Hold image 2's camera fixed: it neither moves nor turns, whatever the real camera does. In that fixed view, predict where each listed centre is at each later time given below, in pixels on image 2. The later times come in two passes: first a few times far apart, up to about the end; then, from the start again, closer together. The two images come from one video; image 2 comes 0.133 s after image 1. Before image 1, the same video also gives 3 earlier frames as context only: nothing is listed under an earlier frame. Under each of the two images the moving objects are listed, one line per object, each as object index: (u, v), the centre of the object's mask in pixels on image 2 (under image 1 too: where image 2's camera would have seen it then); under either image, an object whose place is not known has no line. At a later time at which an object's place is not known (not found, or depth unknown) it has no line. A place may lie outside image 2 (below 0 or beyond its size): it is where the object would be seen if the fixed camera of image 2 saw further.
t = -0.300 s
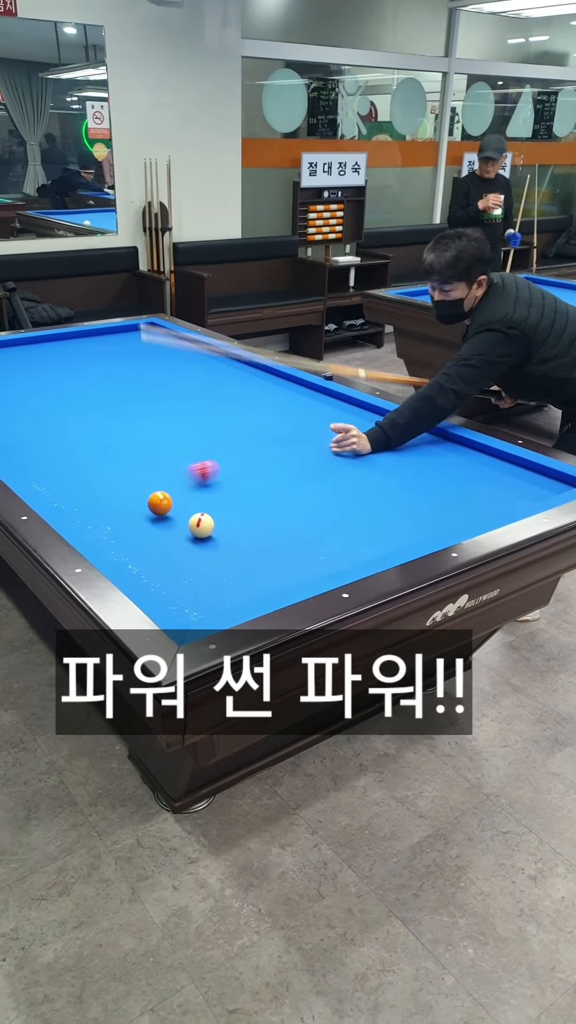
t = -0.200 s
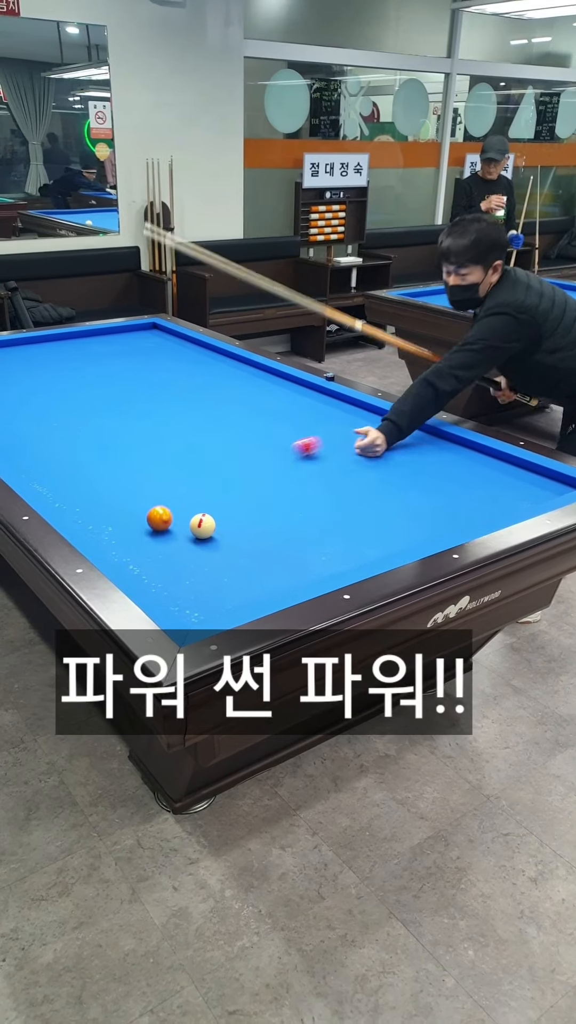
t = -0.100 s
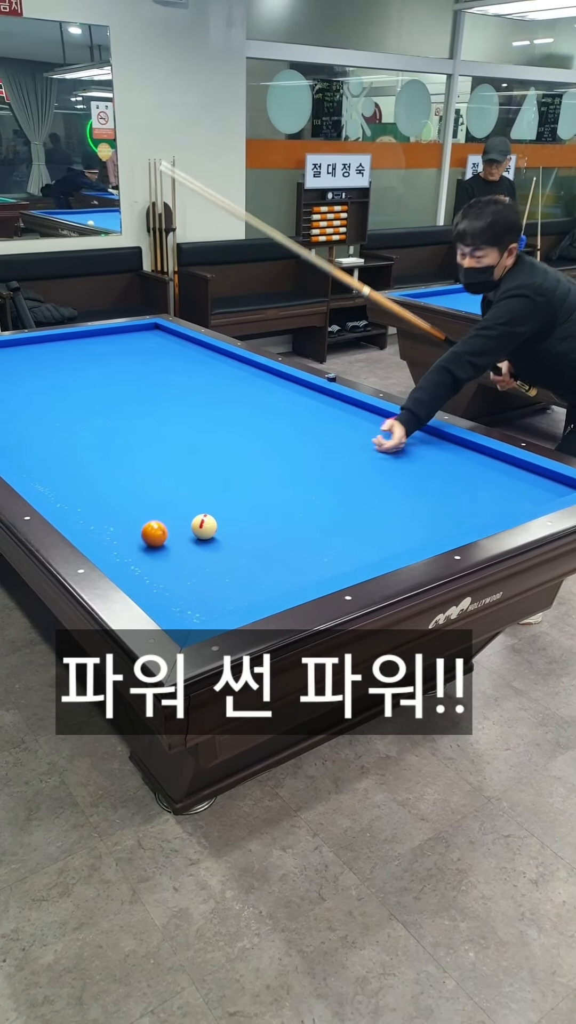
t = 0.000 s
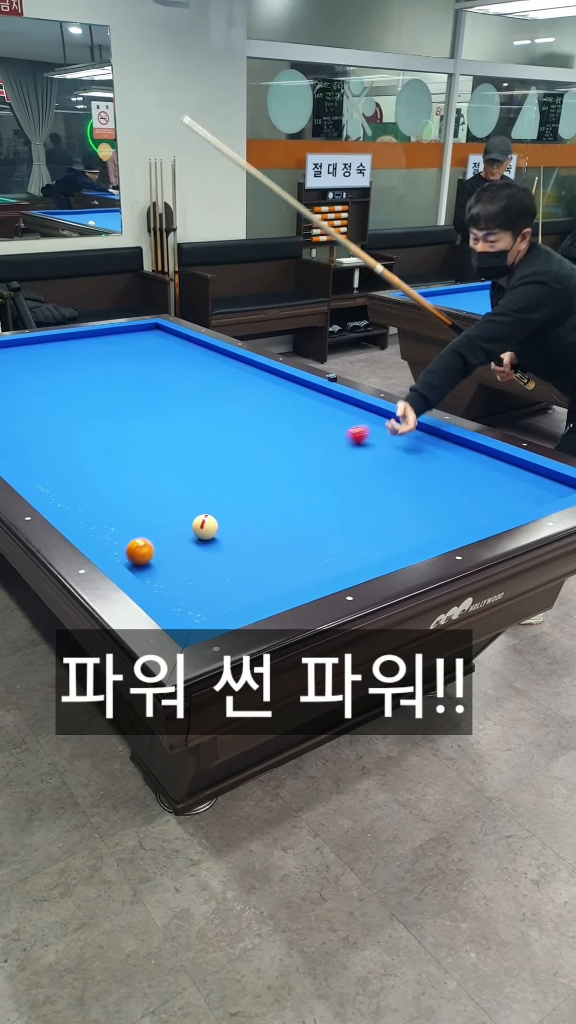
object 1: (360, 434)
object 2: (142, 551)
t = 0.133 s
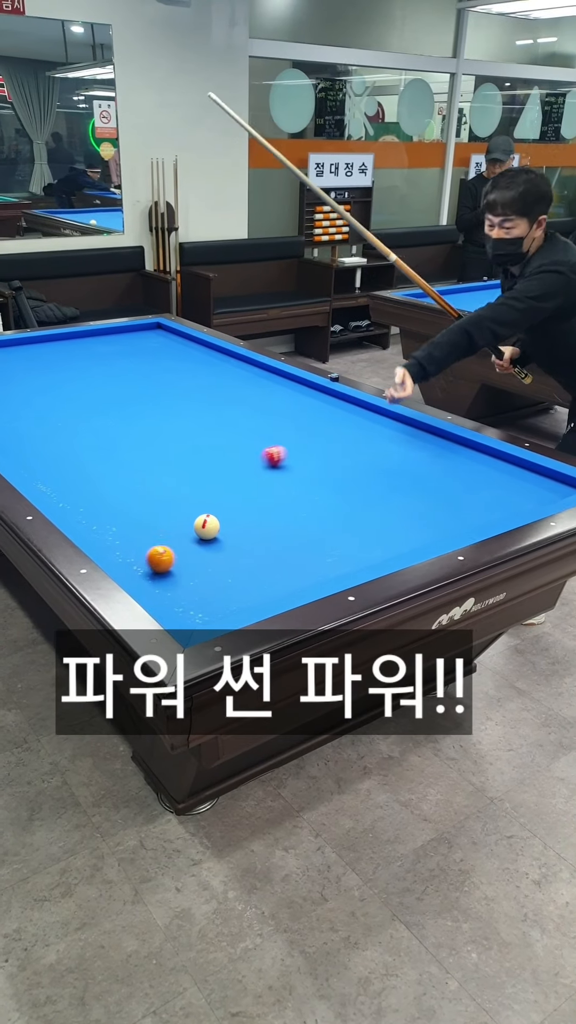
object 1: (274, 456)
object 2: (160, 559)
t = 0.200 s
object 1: (230, 466)
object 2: (179, 559)
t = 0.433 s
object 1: (71, 504)
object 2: (213, 567)
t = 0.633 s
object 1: (171, 482)
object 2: (216, 582)
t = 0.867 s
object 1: (248, 465)
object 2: (217, 601)
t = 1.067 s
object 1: (302, 453)
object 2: (214, 612)
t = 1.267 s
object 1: (352, 442)
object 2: (196, 611)
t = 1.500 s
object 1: (405, 430)
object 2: (193, 597)
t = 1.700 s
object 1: (401, 431)
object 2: (191, 586)
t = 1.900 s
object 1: (378, 437)
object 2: (189, 576)
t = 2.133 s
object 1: (352, 444)
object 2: (187, 565)
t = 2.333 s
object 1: (331, 449)
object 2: (185, 557)
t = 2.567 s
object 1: (303, 456)
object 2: (184, 548)
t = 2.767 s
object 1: (280, 462)
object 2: (183, 541)
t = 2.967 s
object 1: (256, 469)
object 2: (182, 534)
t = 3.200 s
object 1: (227, 476)
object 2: (180, 527)
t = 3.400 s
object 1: (201, 482)
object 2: (179, 521)
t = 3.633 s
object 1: (170, 490)
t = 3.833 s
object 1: (143, 497)
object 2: (176, 511)
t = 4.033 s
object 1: (116, 504)
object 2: (175, 507)
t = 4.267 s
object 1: (83, 512)
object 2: (175, 502)
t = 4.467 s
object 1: (92, 510)
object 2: (174, 498)
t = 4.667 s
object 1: (106, 506)
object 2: (173, 495)
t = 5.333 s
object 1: (147, 496)
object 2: (171, 487)
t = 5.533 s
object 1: (157, 493)
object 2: (172, 483)
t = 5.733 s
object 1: (165, 493)
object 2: (173, 479)
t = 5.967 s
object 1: (173, 491)
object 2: (172, 475)
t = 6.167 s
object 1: (178, 491)
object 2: (173, 473)
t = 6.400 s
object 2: (175, 472)
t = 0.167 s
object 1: (252, 462)
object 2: (170, 559)
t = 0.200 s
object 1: (230, 466)
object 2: (179, 559)
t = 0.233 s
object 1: (208, 472)
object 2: (186, 559)
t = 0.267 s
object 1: (184, 478)
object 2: (193, 560)
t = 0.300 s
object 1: (162, 483)
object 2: (199, 561)
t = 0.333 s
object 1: (136, 489)
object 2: (204, 562)
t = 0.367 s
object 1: (112, 495)
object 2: (208, 563)
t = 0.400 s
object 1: (87, 501)
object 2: (211, 565)
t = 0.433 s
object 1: (71, 504)
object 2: (213, 567)
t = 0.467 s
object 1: (89, 500)
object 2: (215, 569)
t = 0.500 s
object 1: (108, 496)
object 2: (216, 571)
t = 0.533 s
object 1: (124, 493)
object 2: (216, 574)
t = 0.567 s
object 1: (141, 489)
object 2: (216, 577)
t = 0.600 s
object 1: (156, 486)
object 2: (216, 579)
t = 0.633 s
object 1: (171, 482)
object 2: (216, 582)
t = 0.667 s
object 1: (184, 479)
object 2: (216, 584)
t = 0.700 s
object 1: (196, 477)
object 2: (216, 587)
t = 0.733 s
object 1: (208, 474)
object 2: (217, 589)
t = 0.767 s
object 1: (219, 472)
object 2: (217, 592)
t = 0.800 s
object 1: (229, 470)
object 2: (217, 595)
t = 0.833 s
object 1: (239, 467)
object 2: (217, 597)
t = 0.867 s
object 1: (248, 465)
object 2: (217, 601)
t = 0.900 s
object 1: (258, 463)
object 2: (218, 604)
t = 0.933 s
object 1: (267, 461)
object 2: (218, 606)
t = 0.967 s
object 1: (276, 459)
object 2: (218, 608)
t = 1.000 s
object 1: (285, 457)
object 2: (218, 609)
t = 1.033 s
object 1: (294, 455)
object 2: (218, 611)
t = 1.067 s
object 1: (302, 453)
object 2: (214, 612)
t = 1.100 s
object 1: (311, 451)
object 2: (210, 612)
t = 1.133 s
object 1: (319, 450)
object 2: (205, 613)
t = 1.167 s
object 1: (327, 448)
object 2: (201, 613)
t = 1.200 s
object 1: (336, 446)
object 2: (198, 613)
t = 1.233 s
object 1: (344, 444)
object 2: (196, 612)
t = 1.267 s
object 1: (352, 442)
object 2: (196, 611)
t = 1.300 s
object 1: (359, 440)
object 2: (196, 610)
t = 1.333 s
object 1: (367, 439)
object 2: (195, 608)
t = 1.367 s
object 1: (375, 437)
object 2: (194, 606)
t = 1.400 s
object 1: (383, 435)
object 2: (194, 604)
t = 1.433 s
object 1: (390, 433)
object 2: (194, 602)
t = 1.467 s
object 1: (397, 432)
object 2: (193, 600)
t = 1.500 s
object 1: (405, 430)
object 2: (193, 597)
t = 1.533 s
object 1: (412, 428)
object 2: (193, 595)
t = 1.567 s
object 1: (419, 427)
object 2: (192, 593)
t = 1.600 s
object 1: (415, 428)
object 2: (192, 591)
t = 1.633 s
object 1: (410, 429)
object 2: (191, 590)
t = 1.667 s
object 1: (405, 430)
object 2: (191, 588)
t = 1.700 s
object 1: (401, 431)
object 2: (191, 586)
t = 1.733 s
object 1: (397, 432)
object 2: (190, 584)
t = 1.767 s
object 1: (393, 433)
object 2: (190, 583)
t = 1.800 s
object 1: (389, 434)
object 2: (189, 581)
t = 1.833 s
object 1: (386, 435)
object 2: (189, 579)
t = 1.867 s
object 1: (382, 436)
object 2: (189, 578)
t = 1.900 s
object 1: (378, 437)
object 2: (189, 576)
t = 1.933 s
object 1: (375, 438)
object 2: (188, 574)
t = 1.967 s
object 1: (371, 439)
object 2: (188, 573)
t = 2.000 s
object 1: (367, 440)
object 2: (188, 571)
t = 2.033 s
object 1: (363, 441)
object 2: (188, 570)
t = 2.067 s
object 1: (360, 442)
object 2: (187, 568)
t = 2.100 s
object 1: (356, 443)
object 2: (187, 566)
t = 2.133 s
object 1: (352, 444)
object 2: (187, 565)
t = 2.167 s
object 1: (350, 444)
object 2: (187, 565)
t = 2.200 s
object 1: (346, 445)
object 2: (186, 563)
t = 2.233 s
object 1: (342, 446)
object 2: (186, 561)
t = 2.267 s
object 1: (339, 447)
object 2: (186, 560)
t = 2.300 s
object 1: (335, 448)
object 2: (186, 559)
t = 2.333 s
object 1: (331, 449)
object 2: (185, 557)
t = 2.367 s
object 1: (327, 450)
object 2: (185, 556)
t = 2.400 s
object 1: (323, 451)
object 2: (185, 555)
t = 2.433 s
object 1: (319, 452)
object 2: (185, 553)
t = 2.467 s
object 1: (315, 453)
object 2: (184, 552)
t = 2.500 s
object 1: (311, 454)
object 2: (184, 551)
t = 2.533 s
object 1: (307, 455)
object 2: (184, 549)
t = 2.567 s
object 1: (303, 456)
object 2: (184, 548)
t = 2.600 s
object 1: (300, 458)
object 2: (183, 547)
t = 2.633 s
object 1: (296, 458)
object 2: (183, 546)
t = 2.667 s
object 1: (292, 459)
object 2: (183, 544)
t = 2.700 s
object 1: (288, 460)
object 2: (183, 543)
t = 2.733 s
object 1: (284, 461)
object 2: (183, 542)
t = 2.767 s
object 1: (280, 462)
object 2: (183, 541)
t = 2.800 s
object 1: (276, 463)
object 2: (182, 540)
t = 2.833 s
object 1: (272, 464)
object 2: (182, 539)
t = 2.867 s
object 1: (268, 465)
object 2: (182, 537)
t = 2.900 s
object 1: (264, 467)
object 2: (182, 536)
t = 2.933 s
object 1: (260, 468)
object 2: (182, 535)
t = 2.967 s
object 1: (256, 469)
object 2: (182, 534)
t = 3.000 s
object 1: (252, 470)
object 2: (182, 533)
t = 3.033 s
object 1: (248, 471)
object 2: (181, 532)
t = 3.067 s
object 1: (244, 472)
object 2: (181, 531)
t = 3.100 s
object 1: (239, 473)
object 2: (181, 530)
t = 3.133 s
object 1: (235, 474)
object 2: (181, 529)
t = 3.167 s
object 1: (231, 475)
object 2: (180, 528)
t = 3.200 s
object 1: (227, 476)
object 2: (180, 527)
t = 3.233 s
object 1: (222, 477)
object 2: (180, 526)
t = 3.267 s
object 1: (218, 478)
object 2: (180, 525)
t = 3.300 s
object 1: (214, 479)
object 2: (179, 524)
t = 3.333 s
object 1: (210, 480)
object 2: (179, 523)
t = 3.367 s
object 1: (205, 481)
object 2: (179, 522)
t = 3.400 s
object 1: (201, 482)
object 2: (179, 521)
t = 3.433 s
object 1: (197, 484)
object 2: (178, 520)
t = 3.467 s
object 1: (192, 485)
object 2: (178, 519)
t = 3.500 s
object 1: (188, 486)
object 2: (178, 519)
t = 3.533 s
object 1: (183, 487)
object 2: (178, 518)
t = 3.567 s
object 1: (179, 488)
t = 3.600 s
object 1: (175, 489)
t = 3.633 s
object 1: (170, 490)
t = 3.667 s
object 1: (166, 491)
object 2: (177, 515)
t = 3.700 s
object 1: (161, 492)
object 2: (177, 514)
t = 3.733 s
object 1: (157, 494)
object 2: (177, 513)
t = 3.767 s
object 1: (152, 495)
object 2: (176, 512)
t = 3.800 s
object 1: (148, 496)
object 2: (176, 512)
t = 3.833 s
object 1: (143, 497)
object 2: (176, 511)
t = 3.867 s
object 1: (139, 498)
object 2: (176, 510)
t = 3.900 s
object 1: (134, 499)
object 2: (176, 509)
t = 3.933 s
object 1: (129, 500)
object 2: (176, 508)
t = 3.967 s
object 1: (125, 502)
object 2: (176, 508)
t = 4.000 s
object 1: (120, 503)
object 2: (176, 507)
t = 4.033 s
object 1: (116, 504)
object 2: (175, 507)
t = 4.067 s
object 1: (111, 505)
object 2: (175, 506)
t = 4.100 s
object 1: (106, 506)
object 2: (175, 505)
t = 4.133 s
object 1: (102, 507)
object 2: (175, 504)
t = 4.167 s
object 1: (97, 508)
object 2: (175, 504)
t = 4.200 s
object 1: (92, 509)
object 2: (175, 503)
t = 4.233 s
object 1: (88, 511)
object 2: (175, 503)
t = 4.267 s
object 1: (83, 512)
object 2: (175, 502)
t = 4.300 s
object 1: (80, 512)
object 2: (175, 501)
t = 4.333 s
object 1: (82, 512)
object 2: (175, 501)
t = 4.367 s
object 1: (84, 511)
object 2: (175, 500)
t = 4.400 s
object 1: (87, 511)
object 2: (174, 499)
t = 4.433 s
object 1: (89, 510)
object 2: (174, 499)
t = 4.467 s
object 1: (92, 510)
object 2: (174, 498)
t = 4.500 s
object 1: (94, 509)
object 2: (174, 498)
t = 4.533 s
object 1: (97, 508)
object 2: (174, 497)
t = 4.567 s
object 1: (99, 508)
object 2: (174, 497)
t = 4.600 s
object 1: (101, 507)
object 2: (174, 496)
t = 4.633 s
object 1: (104, 507)
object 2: (174, 496)
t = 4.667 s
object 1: (106, 506)
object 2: (173, 495)
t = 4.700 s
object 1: (108, 506)
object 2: (173, 495)
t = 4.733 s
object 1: (110, 505)
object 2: (173, 494)
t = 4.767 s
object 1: (112, 504)
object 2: (173, 494)
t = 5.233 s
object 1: (140, 497)
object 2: (171, 488)
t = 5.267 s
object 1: (142, 497)
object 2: (171, 487)
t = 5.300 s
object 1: (144, 496)
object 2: (171, 487)
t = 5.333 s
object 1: (147, 496)
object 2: (171, 487)
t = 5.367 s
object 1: (149, 496)
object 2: (171, 486)
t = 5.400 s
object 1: (150, 495)
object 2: (171, 486)
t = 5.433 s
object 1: (152, 494)
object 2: (171, 485)
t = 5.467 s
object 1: (154, 494)
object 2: (171, 485)
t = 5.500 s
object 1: (155, 494)
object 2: (172, 484)
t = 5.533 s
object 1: (157, 493)
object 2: (172, 483)
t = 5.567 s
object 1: (158, 493)
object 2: (172, 483)
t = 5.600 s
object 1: (159, 493)
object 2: (172, 482)
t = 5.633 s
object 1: (161, 493)
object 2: (173, 481)
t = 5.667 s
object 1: (162, 492)
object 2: (172, 480)
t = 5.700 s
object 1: (163, 492)
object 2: (173, 479)
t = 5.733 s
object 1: (165, 493)
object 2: (173, 479)
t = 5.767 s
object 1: (166, 492)
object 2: (173, 478)
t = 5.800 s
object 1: (167, 492)
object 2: (172, 477)
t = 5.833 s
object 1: (168, 492)
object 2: (173, 477)
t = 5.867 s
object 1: (169, 492)
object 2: (173, 476)
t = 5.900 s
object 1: (171, 491)
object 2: (173, 475)
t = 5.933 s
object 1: (171, 491)
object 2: (173, 475)
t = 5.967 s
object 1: (173, 491)
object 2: (172, 475)
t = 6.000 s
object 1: (174, 492)
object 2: (173, 475)
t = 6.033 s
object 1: (175, 491)
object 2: (173, 475)
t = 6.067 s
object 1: (176, 491)
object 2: (173, 474)
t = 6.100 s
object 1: (177, 491)
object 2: (173, 474)
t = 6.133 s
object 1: (178, 491)
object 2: (173, 474)
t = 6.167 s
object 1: (178, 491)
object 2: (173, 473)
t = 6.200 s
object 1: (179, 490)
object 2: (173, 473)
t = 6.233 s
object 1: (180, 490)
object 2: (173, 472)
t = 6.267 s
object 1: (181, 490)
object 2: (173, 472)
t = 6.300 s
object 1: (182, 490)
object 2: (173, 472)
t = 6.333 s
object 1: (183, 490)
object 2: (174, 472)
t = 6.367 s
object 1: (184, 490)
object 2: (174, 472)
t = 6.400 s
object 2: (175, 472)
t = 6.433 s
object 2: (175, 472)
